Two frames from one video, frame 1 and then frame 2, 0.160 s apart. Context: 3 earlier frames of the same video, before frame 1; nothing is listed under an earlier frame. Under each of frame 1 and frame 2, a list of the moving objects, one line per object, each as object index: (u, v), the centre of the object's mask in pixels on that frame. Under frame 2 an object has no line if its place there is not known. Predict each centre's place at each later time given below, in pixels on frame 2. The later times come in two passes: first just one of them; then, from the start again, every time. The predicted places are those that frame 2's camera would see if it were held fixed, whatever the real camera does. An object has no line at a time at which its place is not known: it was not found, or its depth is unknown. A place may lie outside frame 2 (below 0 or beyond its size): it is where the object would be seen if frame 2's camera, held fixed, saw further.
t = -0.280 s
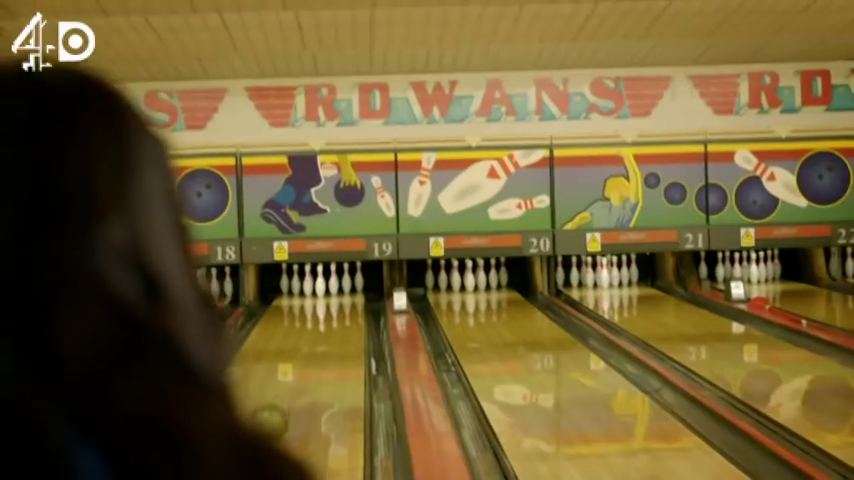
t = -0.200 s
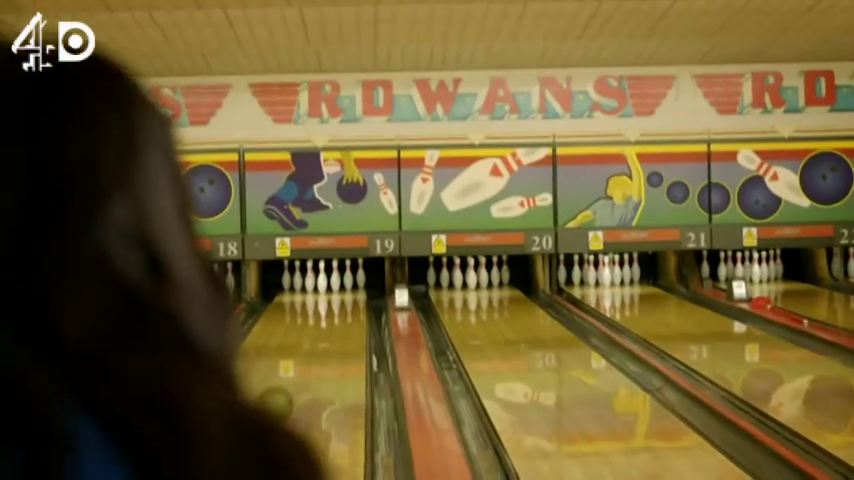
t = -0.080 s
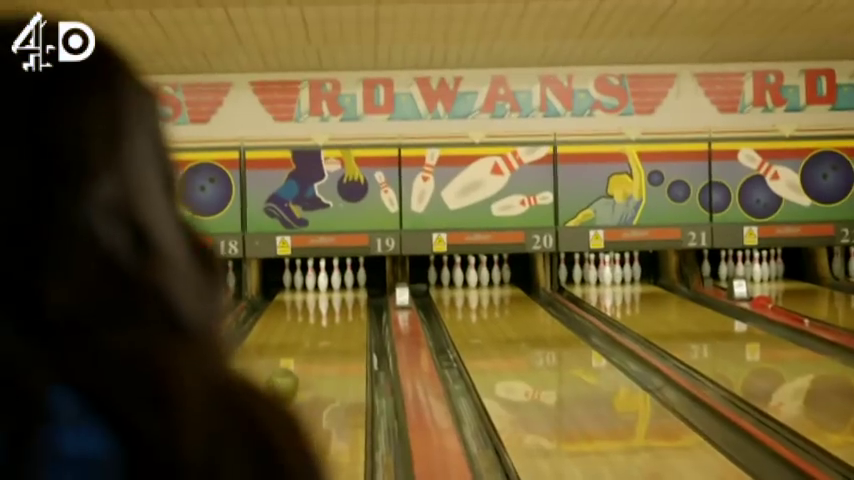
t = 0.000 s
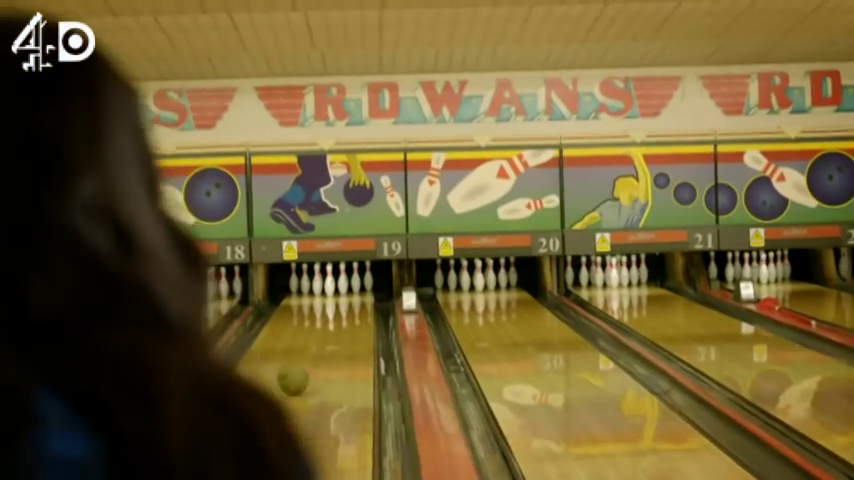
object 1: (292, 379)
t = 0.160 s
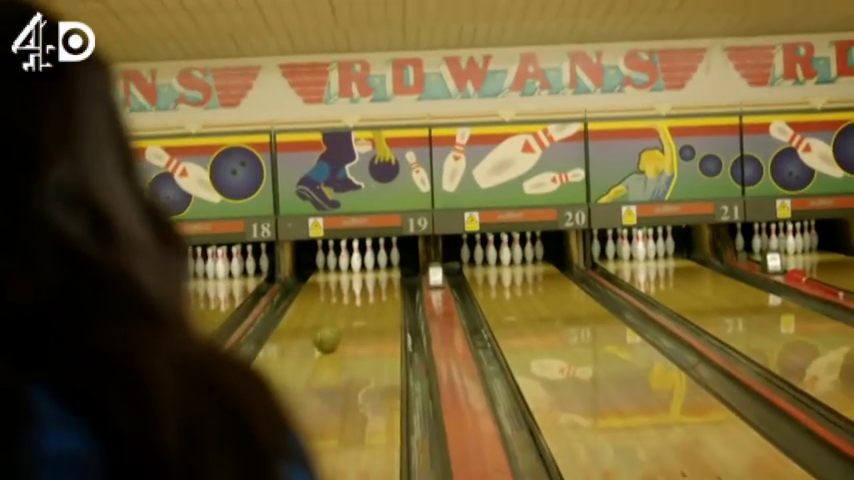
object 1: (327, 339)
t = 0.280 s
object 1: (330, 329)
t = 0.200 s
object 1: (327, 336)
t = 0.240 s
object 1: (328, 333)
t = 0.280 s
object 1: (330, 329)
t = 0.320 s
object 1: (330, 326)
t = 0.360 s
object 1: (331, 324)
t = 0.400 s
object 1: (333, 320)
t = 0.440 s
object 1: (334, 317)
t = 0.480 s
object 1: (334, 313)
